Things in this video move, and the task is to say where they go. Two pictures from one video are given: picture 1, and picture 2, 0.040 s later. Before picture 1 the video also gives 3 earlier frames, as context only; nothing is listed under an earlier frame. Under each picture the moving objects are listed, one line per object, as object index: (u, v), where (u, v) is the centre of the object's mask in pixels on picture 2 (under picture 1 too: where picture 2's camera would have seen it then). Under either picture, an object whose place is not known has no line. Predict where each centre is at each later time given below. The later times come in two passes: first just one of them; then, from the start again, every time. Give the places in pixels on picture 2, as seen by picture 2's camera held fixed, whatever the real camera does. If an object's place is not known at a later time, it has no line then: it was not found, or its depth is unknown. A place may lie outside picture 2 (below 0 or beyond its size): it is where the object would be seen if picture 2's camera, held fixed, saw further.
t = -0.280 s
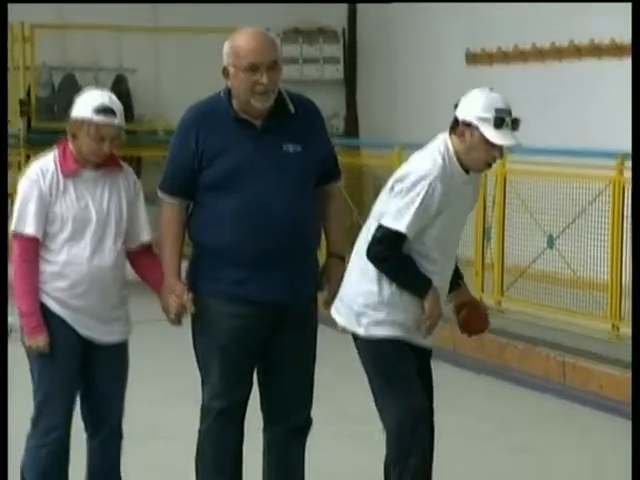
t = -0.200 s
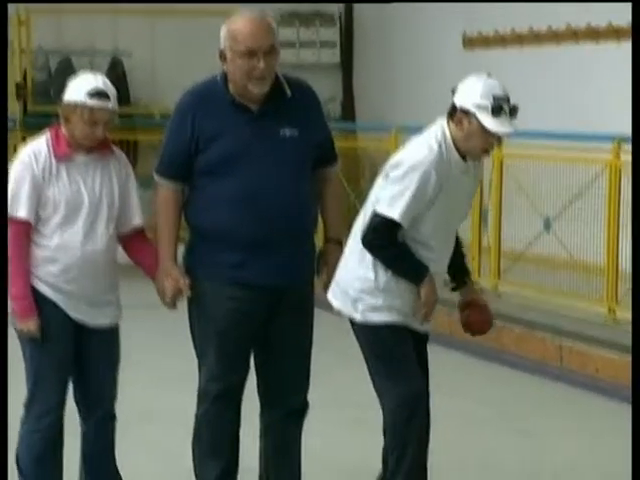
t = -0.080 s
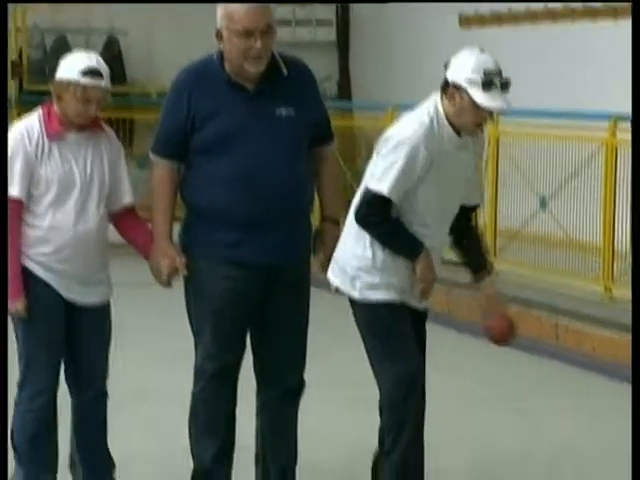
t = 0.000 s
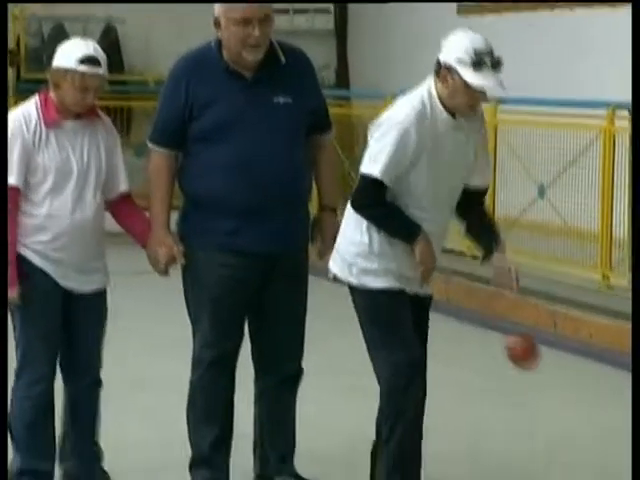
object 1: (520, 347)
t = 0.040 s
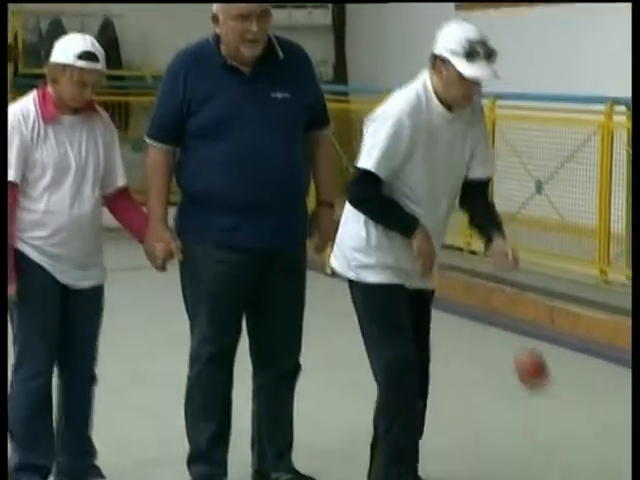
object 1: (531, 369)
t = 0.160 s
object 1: (570, 477)
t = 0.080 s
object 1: (544, 400)
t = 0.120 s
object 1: (557, 439)
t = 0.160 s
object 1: (570, 477)
